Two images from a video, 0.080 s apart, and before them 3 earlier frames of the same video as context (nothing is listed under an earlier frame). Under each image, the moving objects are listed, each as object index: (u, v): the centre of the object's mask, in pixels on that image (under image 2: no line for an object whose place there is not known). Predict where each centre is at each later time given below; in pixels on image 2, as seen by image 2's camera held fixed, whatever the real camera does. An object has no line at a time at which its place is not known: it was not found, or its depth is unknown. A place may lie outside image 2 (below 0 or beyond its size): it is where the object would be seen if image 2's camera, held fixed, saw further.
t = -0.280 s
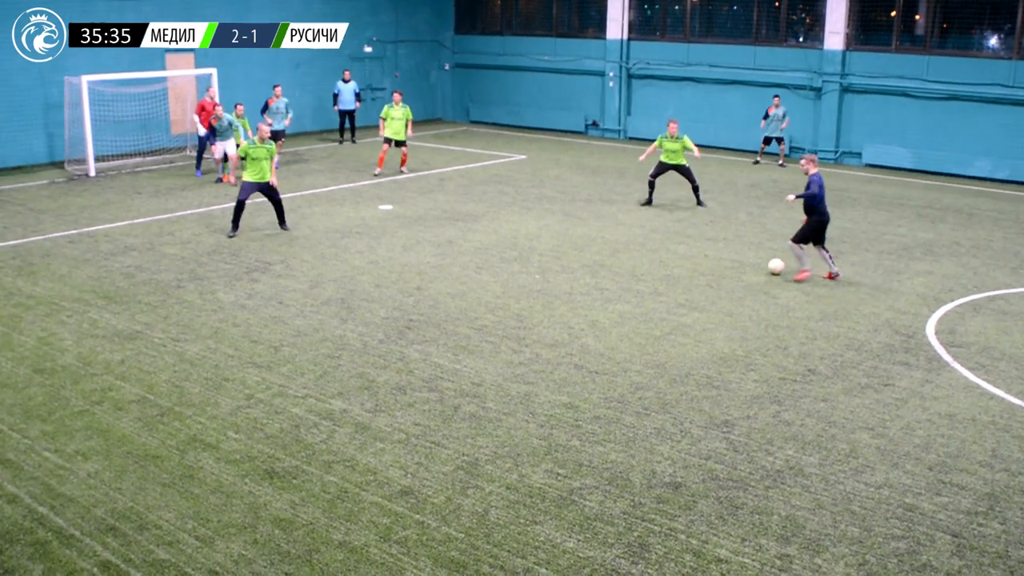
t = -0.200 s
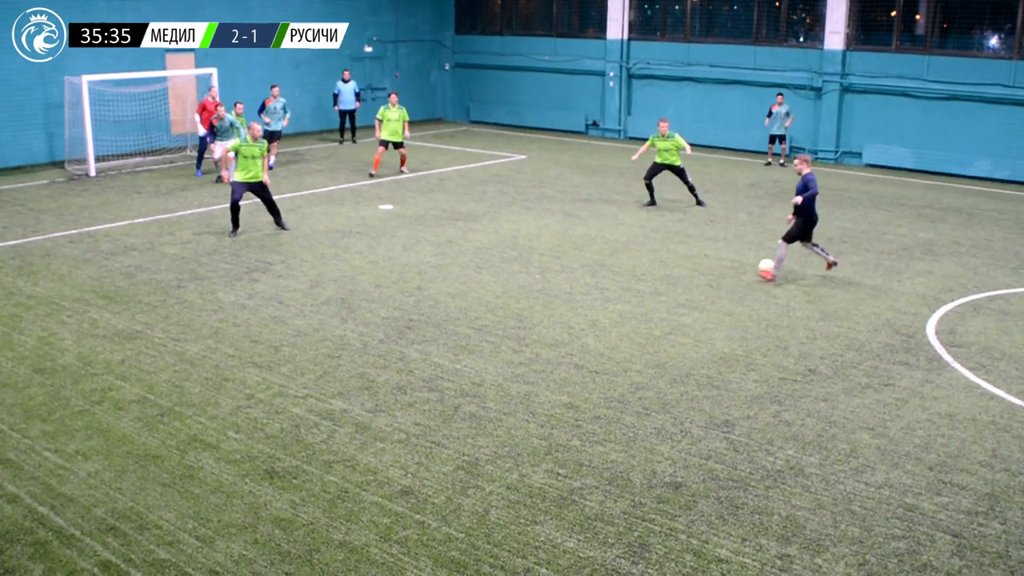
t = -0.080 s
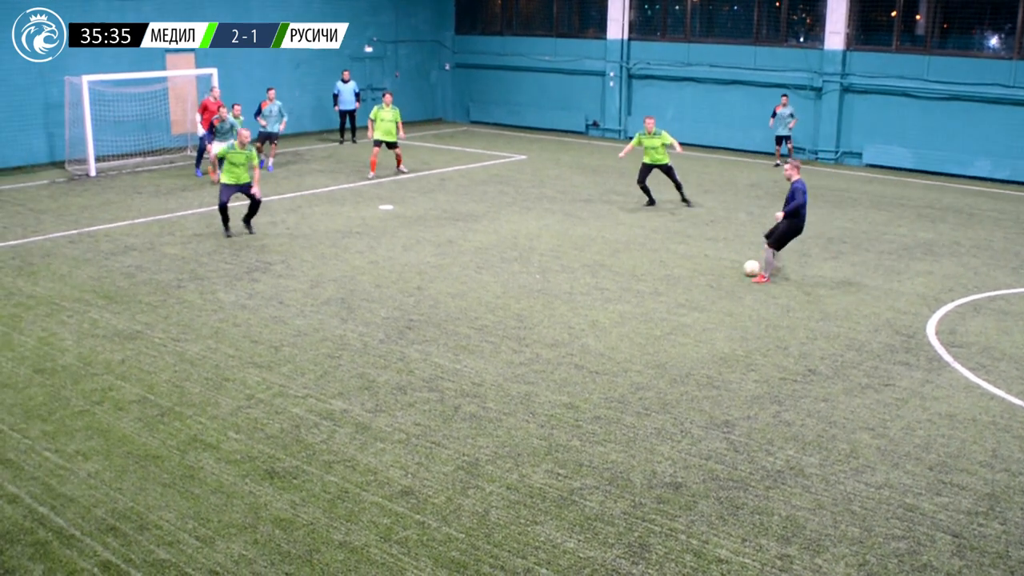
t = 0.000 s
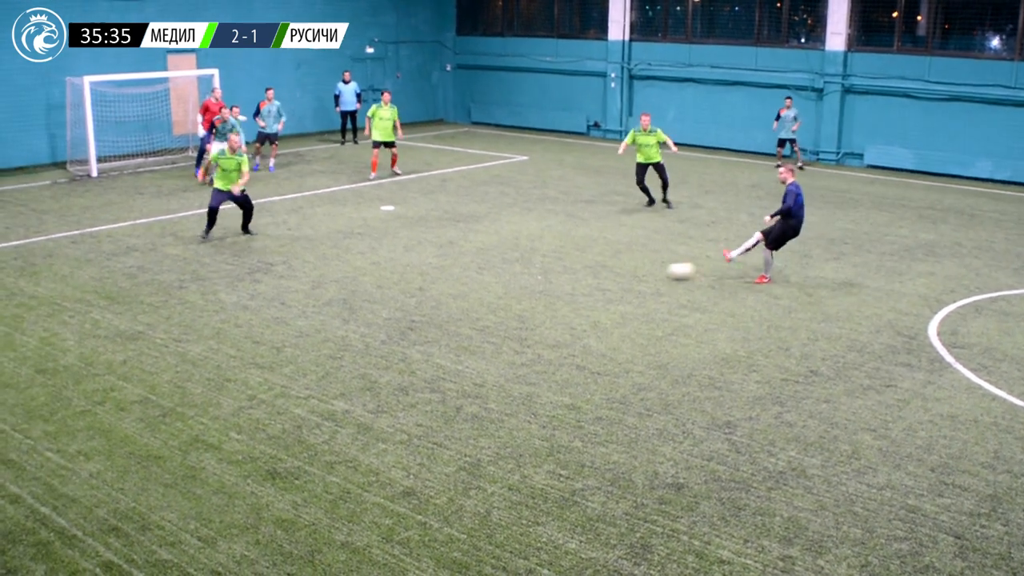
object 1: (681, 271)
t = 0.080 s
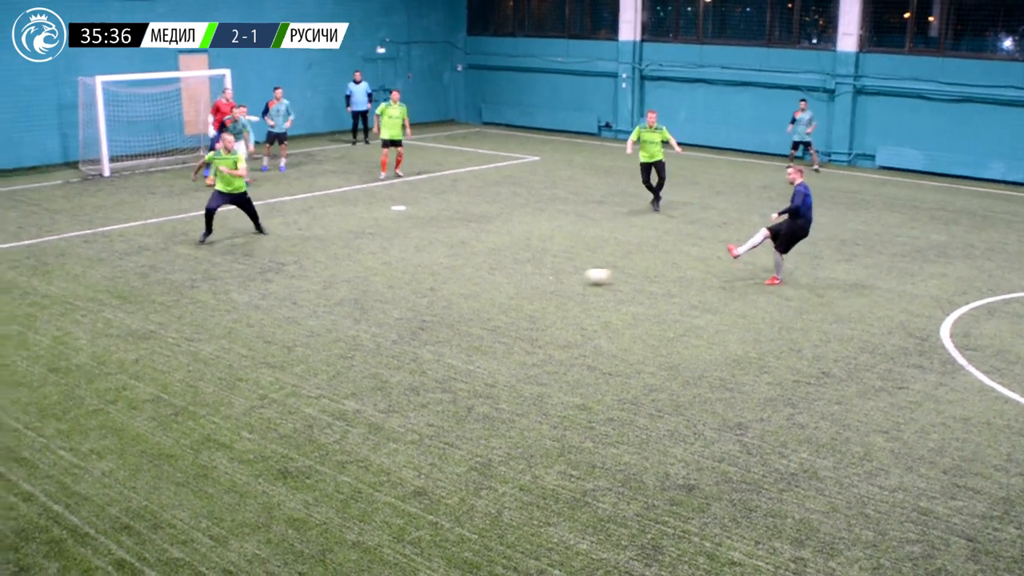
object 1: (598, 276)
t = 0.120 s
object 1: (551, 278)
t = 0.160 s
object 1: (504, 280)
